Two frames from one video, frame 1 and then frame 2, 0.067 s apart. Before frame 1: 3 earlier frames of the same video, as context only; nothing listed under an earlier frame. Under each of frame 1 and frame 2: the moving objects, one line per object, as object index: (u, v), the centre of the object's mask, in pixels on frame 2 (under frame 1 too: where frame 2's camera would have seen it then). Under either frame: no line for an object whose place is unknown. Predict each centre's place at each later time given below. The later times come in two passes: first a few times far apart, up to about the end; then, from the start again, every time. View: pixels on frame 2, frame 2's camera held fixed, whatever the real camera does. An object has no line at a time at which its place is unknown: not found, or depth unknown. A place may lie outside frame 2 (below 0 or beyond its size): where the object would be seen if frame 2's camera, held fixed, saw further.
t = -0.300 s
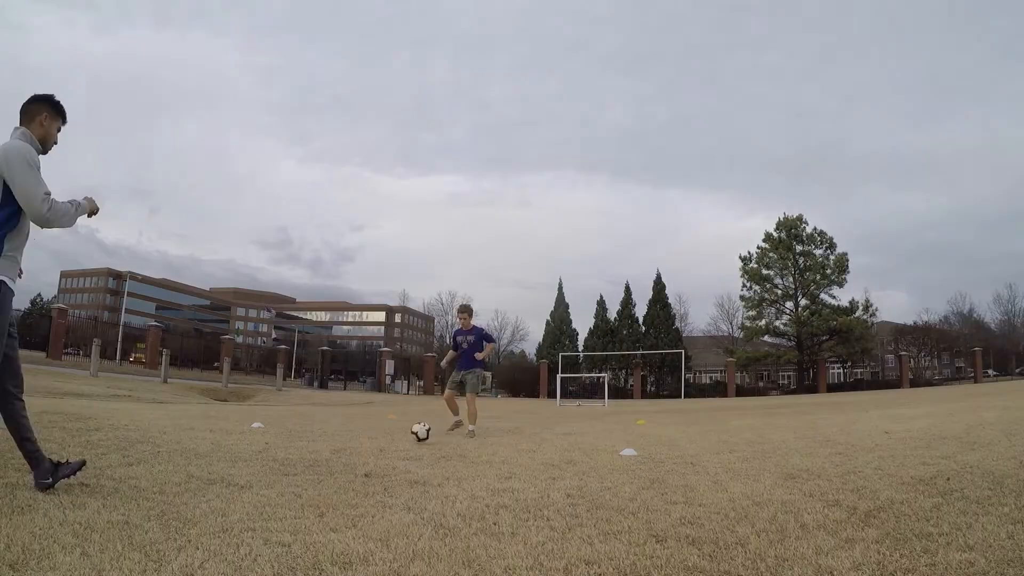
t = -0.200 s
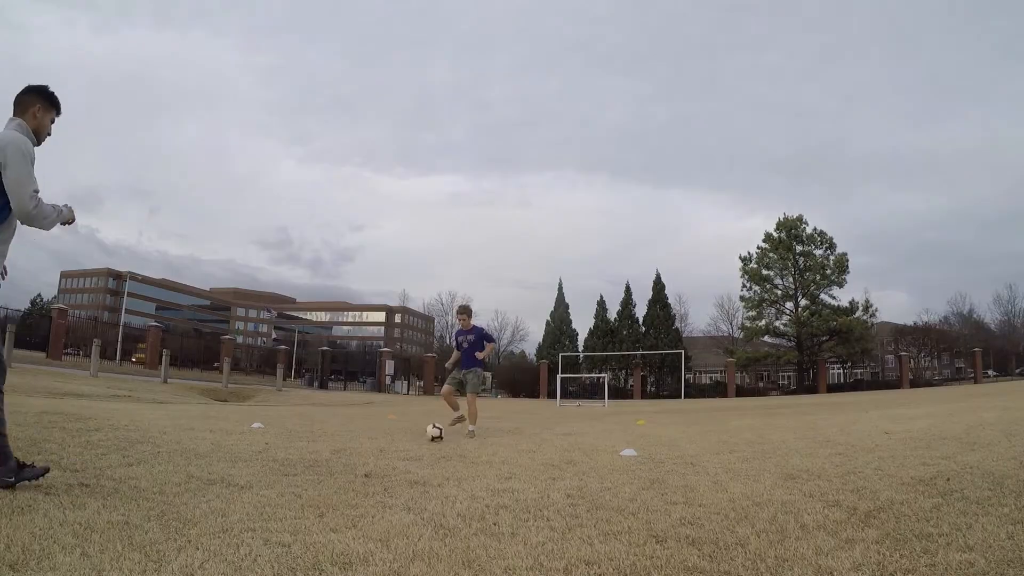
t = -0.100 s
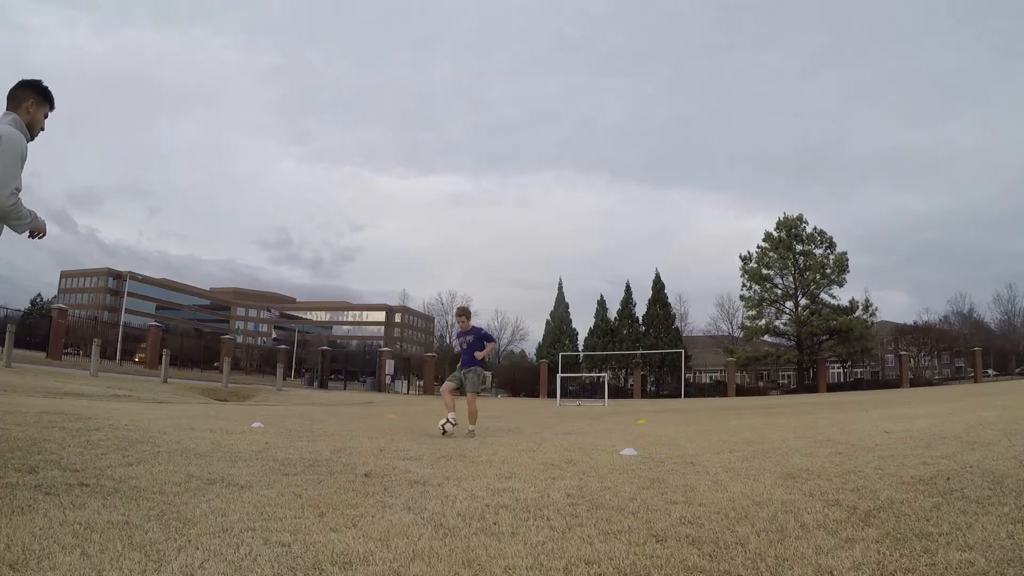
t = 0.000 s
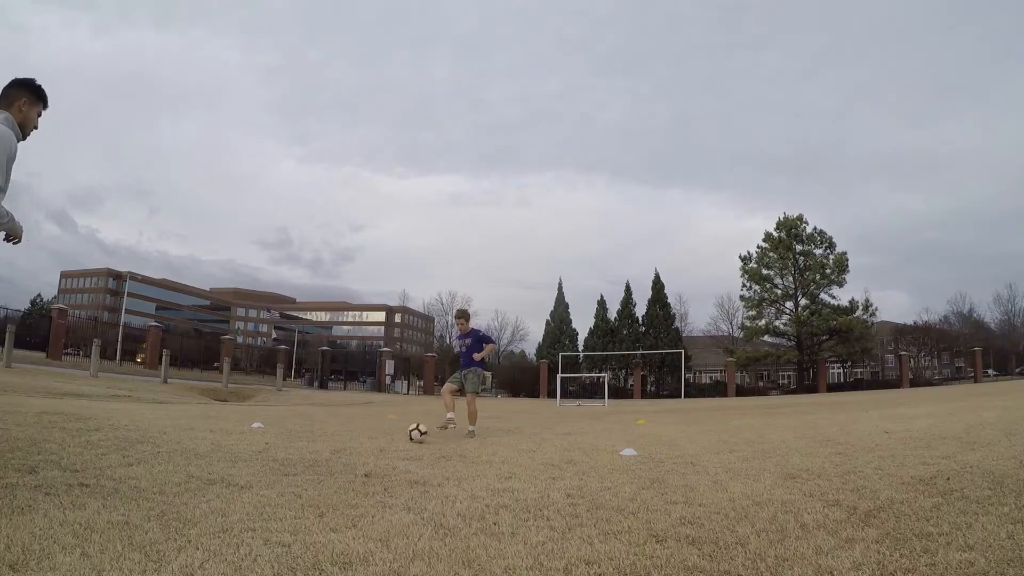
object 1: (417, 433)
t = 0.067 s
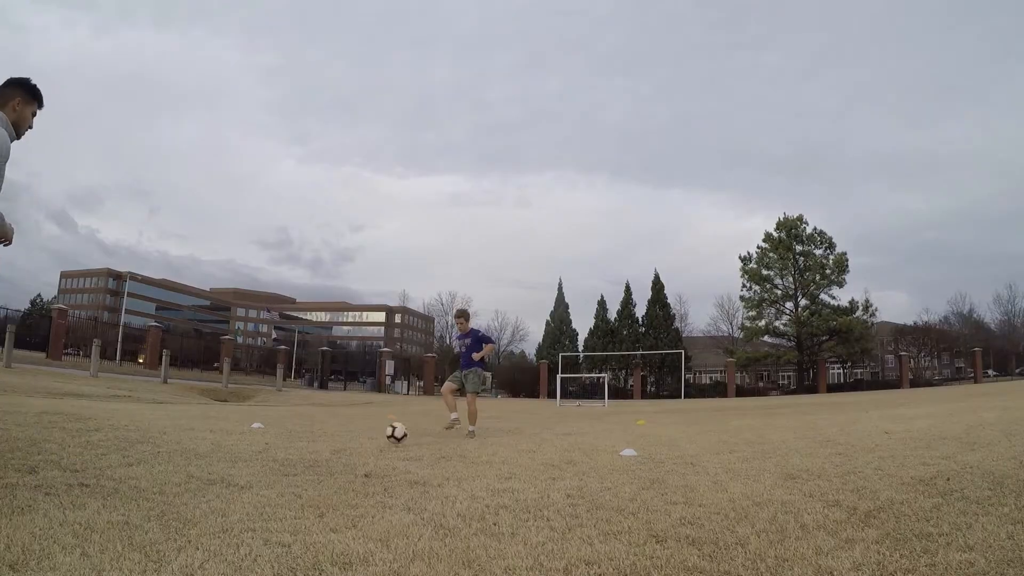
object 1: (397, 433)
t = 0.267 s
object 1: (322, 440)
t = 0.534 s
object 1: (193, 457)
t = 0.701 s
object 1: (97, 461)
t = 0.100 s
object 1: (385, 435)
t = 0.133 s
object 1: (373, 437)
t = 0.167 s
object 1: (359, 441)
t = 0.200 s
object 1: (348, 439)
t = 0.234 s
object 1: (335, 439)
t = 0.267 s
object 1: (322, 440)
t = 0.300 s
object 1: (309, 441)
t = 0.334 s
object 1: (293, 445)
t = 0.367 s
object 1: (277, 450)
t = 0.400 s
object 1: (261, 451)
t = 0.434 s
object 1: (245, 451)
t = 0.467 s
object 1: (228, 452)
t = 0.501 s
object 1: (210, 455)
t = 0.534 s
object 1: (193, 457)
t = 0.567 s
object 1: (175, 457)
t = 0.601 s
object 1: (156, 460)
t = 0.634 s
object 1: (137, 459)
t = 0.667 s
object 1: (117, 461)
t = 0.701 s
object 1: (97, 461)
